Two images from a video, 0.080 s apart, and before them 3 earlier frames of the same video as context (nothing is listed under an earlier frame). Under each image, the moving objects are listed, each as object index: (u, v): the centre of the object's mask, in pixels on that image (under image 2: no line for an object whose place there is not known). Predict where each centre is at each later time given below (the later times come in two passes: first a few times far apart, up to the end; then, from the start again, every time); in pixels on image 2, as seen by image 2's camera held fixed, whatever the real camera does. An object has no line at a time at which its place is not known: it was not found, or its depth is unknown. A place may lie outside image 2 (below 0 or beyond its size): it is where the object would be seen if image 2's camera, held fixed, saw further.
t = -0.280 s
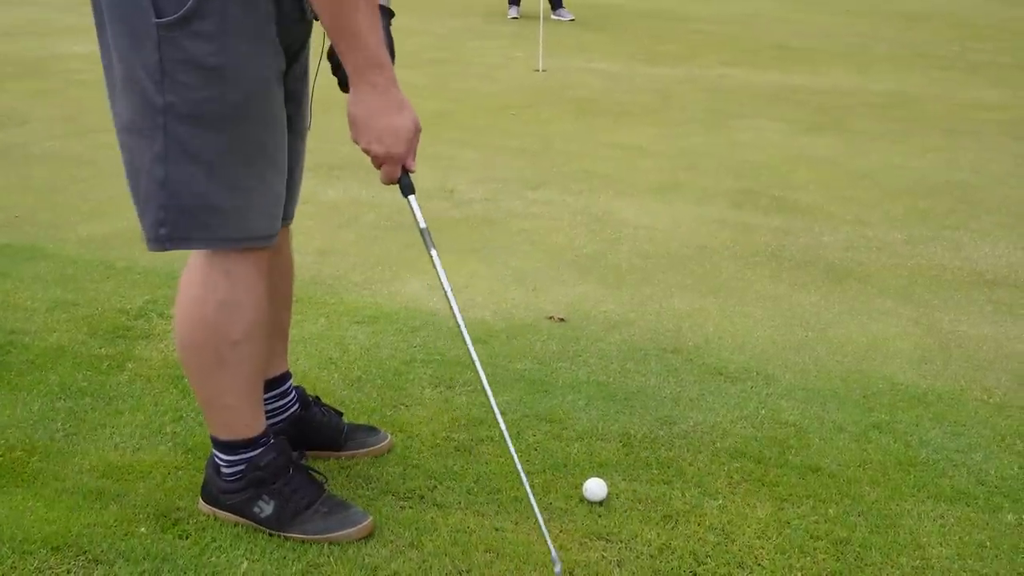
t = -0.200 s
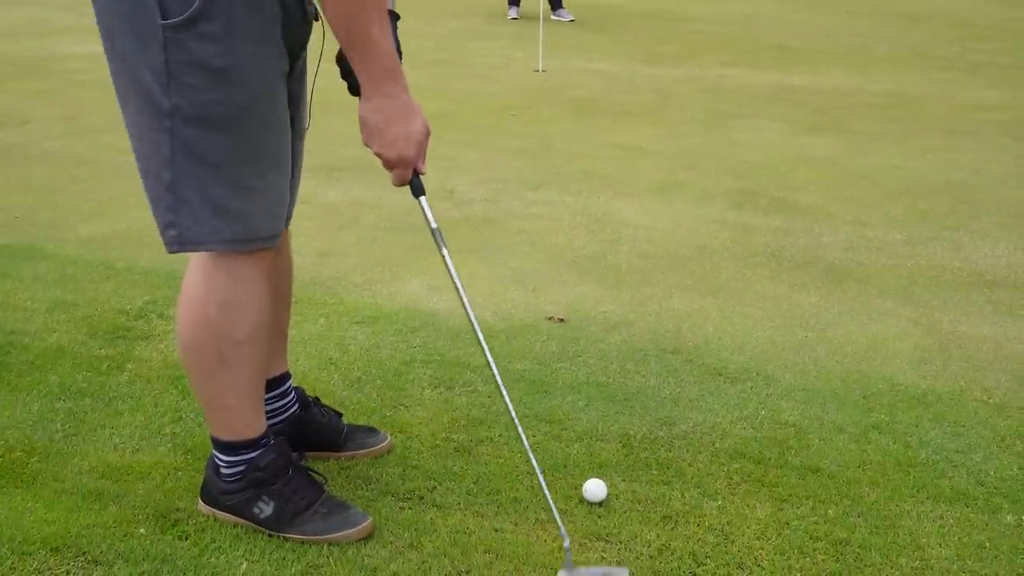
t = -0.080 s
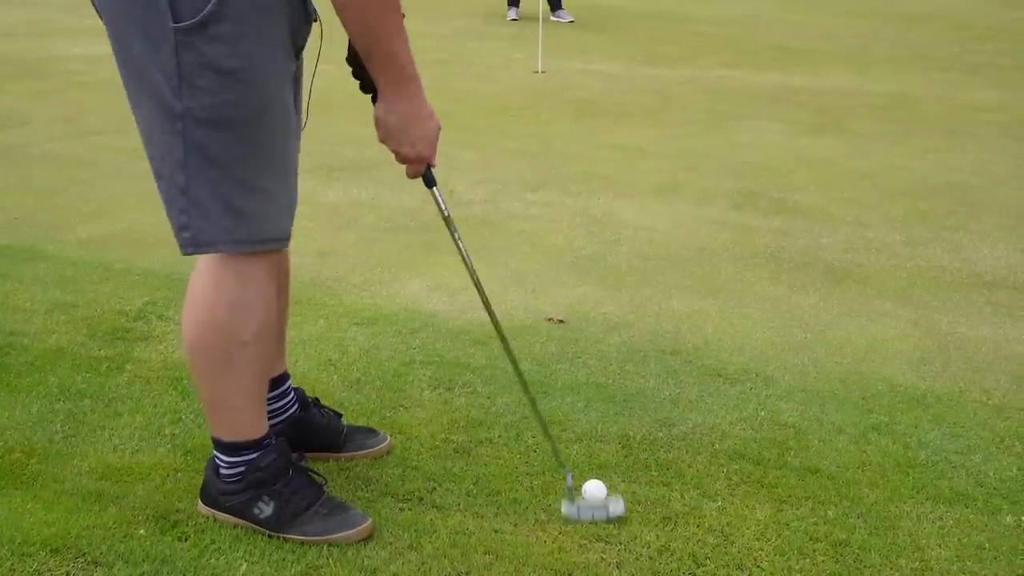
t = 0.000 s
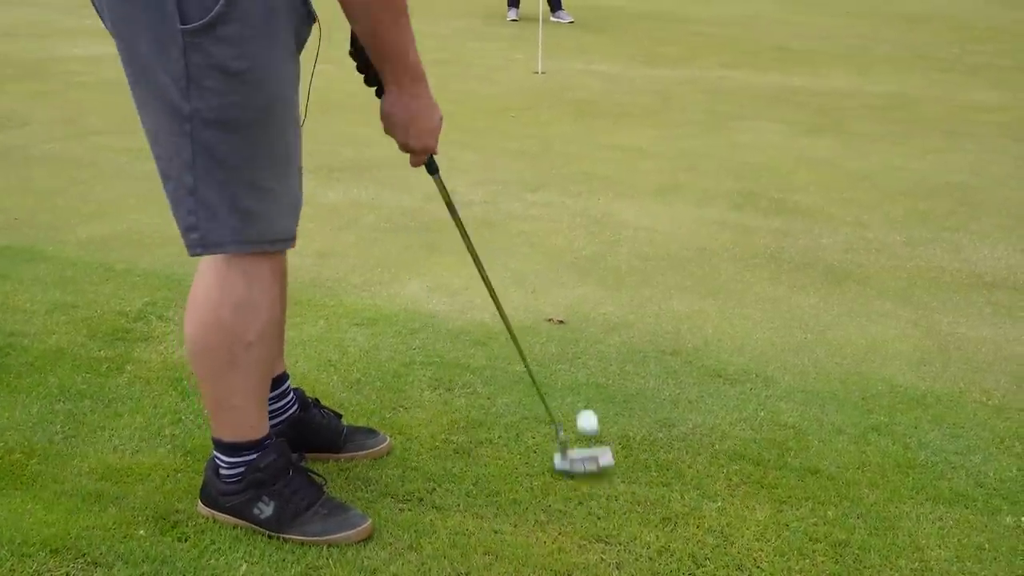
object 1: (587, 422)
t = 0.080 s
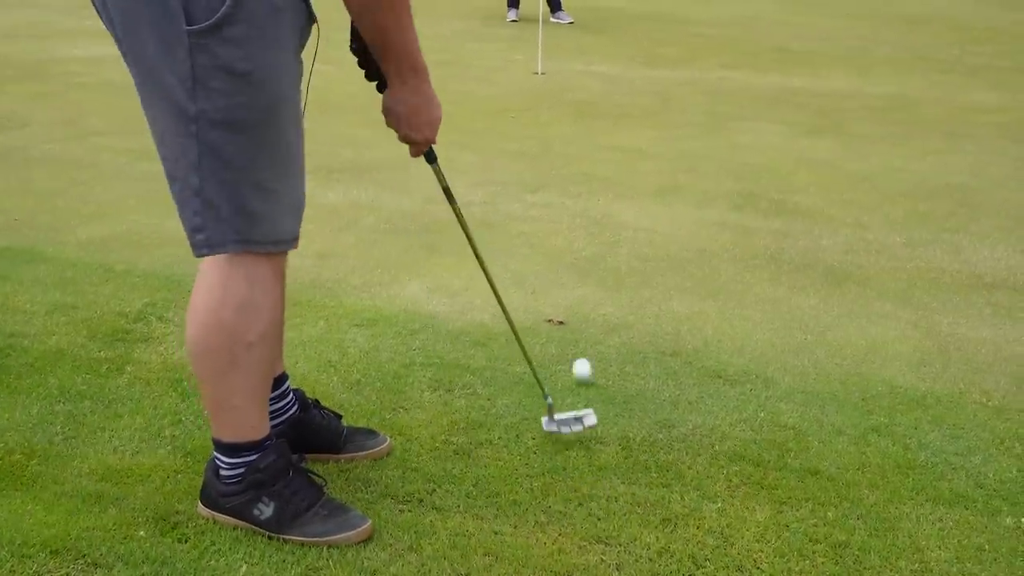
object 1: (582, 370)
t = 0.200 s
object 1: (576, 320)
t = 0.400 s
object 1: (573, 264)
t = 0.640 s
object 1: (572, 216)
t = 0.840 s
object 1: (572, 187)
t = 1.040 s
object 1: (570, 164)
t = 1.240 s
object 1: (570, 145)
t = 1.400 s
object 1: (568, 134)
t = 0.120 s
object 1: (580, 349)
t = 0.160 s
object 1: (577, 337)
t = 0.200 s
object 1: (576, 320)
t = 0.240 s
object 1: (575, 304)
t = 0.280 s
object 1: (574, 296)
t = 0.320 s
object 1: (574, 284)
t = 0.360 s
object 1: (573, 275)
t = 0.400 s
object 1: (573, 264)
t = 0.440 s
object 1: (573, 256)
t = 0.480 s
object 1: (572, 246)
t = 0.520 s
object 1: (572, 239)
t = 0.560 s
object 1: (572, 230)
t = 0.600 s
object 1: (572, 224)
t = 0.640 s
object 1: (572, 216)
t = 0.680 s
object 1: (572, 210)
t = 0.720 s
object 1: (572, 204)
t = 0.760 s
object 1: (572, 198)
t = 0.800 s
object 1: (572, 193)
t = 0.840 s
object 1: (572, 187)
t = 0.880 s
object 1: (572, 182)
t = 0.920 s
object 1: (571, 177)
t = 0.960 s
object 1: (571, 172)
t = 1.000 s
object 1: (571, 168)
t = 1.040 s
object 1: (570, 164)
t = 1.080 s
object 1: (570, 160)
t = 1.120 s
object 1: (570, 156)
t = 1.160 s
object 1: (570, 152)
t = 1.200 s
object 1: (570, 150)
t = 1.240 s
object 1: (570, 145)
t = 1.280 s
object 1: (569, 143)
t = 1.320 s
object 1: (569, 139)
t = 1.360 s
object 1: (569, 137)
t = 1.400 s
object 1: (568, 134)
